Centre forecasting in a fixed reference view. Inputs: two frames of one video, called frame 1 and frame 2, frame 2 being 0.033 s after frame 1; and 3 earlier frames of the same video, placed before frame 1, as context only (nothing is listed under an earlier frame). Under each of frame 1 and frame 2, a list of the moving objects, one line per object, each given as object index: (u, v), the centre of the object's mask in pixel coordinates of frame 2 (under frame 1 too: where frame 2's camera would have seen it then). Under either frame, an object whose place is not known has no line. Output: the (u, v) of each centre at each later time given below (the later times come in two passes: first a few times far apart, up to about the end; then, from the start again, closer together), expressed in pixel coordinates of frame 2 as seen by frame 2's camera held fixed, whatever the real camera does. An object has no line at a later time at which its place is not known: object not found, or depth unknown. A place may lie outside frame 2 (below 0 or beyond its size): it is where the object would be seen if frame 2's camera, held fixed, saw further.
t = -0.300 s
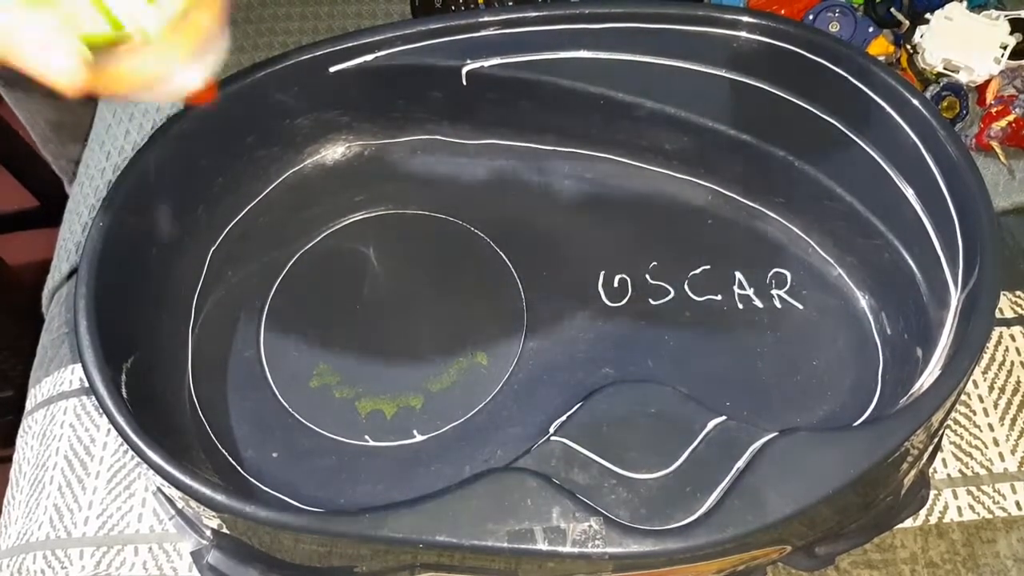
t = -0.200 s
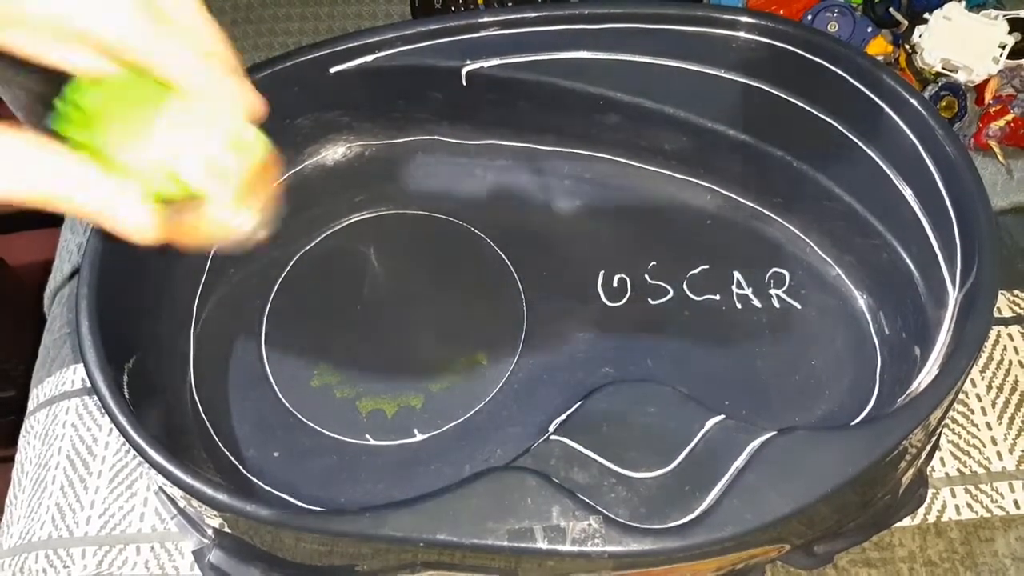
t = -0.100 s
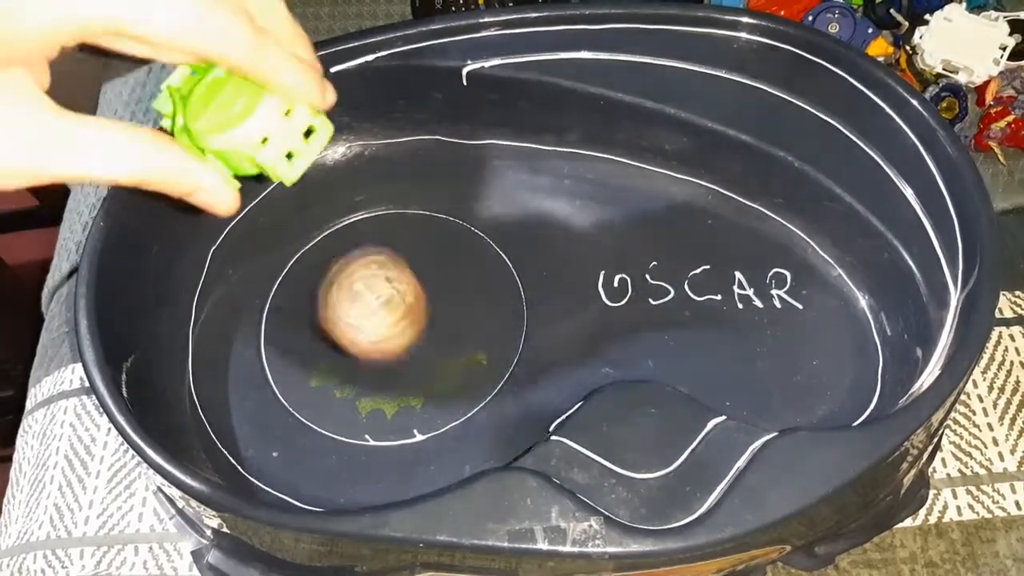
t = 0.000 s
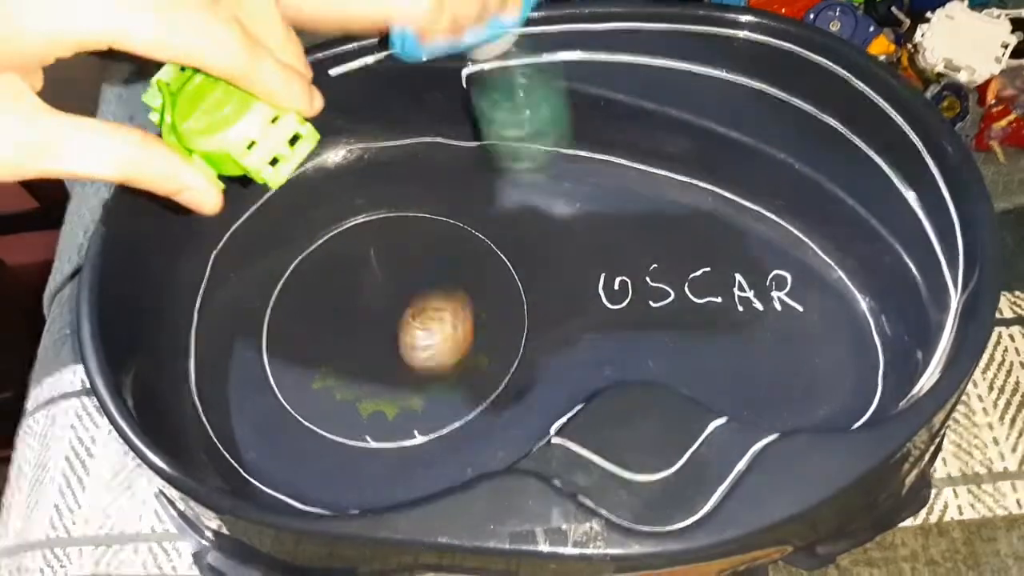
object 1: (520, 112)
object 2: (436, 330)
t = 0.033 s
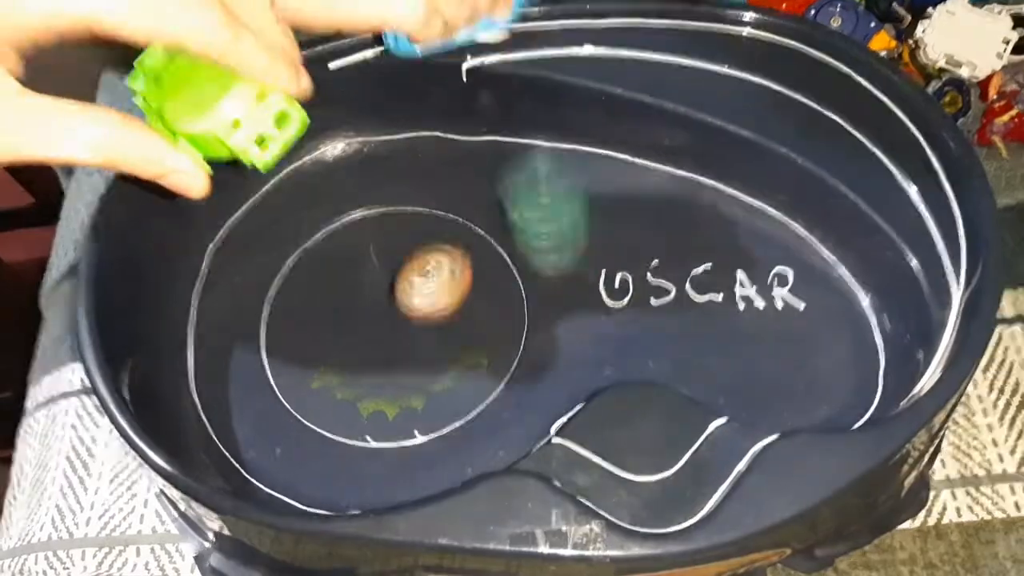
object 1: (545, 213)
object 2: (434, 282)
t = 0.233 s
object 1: (509, 263)
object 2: (449, 178)
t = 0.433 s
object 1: (449, 308)
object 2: (463, 167)
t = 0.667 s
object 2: (464, 238)
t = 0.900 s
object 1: (390, 411)
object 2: (406, 240)
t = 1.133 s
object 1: (422, 411)
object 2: (350, 237)
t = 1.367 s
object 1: (401, 379)
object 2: (308, 253)
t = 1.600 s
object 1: (335, 378)
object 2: (279, 287)
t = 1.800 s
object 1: (303, 398)
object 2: (270, 327)
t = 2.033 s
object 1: (383, 411)
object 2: (270, 337)
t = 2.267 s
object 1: (391, 355)
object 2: (307, 356)
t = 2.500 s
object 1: (381, 305)
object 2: (301, 369)
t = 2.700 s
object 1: (344, 292)
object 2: (326, 370)
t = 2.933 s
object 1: (308, 285)
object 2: (359, 392)
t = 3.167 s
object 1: (285, 305)
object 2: (368, 388)
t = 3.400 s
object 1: (312, 327)
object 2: (384, 369)
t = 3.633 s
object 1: (334, 317)
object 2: (416, 354)
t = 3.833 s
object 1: (347, 303)
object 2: (434, 341)
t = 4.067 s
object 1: (338, 296)
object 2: (437, 333)
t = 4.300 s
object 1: (333, 298)
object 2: (428, 327)
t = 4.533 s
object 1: (298, 305)
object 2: (408, 334)
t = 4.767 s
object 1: (285, 327)
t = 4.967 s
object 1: (284, 368)
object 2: (406, 339)
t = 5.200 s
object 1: (302, 359)
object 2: (423, 342)
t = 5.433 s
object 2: (459, 346)
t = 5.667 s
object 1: (289, 347)
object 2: (459, 349)
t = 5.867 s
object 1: (300, 315)
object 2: (429, 346)
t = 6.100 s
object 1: (304, 285)
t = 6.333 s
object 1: (297, 265)
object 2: (348, 328)
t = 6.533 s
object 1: (287, 253)
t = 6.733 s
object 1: (294, 259)
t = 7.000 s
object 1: (346, 267)
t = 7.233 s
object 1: (392, 266)
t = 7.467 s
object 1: (425, 268)
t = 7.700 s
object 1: (447, 274)
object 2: (391, 353)
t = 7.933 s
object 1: (453, 255)
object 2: (359, 363)
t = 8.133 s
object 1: (432, 268)
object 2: (335, 354)
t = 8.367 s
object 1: (410, 311)
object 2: (317, 338)
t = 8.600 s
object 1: (424, 339)
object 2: (272, 327)
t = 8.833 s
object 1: (416, 365)
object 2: (273, 309)
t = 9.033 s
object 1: (401, 384)
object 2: (308, 312)
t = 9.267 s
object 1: (382, 393)
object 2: (358, 325)
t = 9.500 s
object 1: (363, 398)
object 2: (401, 324)
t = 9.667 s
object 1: (347, 389)
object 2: (425, 326)
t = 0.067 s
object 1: (553, 261)
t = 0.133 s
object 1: (537, 232)
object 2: (437, 193)
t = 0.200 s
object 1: (518, 242)
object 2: (448, 189)
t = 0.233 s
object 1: (509, 263)
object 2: (449, 178)
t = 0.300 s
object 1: (491, 311)
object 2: (451, 151)
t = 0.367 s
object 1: (468, 308)
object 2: (459, 169)
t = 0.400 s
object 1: (458, 308)
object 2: (461, 167)
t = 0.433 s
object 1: (449, 308)
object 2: (463, 167)
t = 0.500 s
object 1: (432, 319)
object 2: (469, 192)
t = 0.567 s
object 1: (417, 333)
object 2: (471, 209)
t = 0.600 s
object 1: (410, 340)
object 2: (470, 219)
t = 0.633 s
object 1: (404, 347)
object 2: (469, 231)
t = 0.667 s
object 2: (464, 238)
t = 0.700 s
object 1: (394, 364)
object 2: (459, 241)
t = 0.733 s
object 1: (389, 374)
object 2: (452, 242)
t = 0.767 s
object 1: (386, 382)
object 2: (443, 242)
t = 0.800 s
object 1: (385, 391)
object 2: (435, 242)
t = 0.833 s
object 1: (385, 399)
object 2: (426, 241)
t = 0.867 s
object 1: (387, 406)
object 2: (416, 241)
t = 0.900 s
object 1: (390, 411)
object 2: (406, 240)
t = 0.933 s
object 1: (395, 416)
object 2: (397, 239)
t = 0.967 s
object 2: (388, 237)
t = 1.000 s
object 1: (407, 417)
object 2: (379, 236)
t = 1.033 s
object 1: (413, 415)
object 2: (370, 236)
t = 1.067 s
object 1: (417, 415)
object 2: (363, 236)
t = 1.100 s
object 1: (420, 414)
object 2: (356, 236)
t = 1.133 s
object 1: (422, 411)
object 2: (350, 237)
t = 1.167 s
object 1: (423, 408)
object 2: (343, 238)
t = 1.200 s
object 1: (424, 403)
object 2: (337, 239)
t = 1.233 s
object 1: (424, 397)
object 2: (331, 241)
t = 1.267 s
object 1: (421, 391)
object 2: (324, 243)
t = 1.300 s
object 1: (416, 386)
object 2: (319, 246)
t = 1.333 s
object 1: (409, 382)
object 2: (313, 249)
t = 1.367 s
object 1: (401, 379)
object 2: (308, 253)
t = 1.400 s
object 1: (392, 376)
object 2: (303, 256)
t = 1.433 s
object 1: (382, 375)
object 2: (298, 260)
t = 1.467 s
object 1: (373, 374)
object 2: (294, 265)
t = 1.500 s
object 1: (363, 374)
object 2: (290, 270)
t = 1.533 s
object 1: (353, 374)
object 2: (286, 275)
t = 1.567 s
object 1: (344, 376)
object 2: (282, 281)
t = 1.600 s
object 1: (335, 378)
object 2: (279, 287)
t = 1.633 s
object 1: (326, 380)
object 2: (276, 293)
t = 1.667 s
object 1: (320, 383)
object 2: (274, 299)
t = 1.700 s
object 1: (313, 386)
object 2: (272, 306)
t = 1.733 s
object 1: (308, 391)
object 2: (271, 313)
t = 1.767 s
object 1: (305, 395)
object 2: (270, 320)
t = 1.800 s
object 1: (303, 398)
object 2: (270, 327)
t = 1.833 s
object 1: (304, 401)
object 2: (270, 333)
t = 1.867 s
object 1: (310, 404)
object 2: (270, 339)
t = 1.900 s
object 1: (327, 410)
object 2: (266, 336)
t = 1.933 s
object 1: (350, 416)
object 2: (265, 335)
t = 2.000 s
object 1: (376, 416)
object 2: (267, 336)
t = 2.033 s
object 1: (383, 411)
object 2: (270, 337)
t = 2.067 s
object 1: (391, 403)
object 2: (275, 338)
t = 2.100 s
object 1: (395, 395)
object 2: (280, 340)
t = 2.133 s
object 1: (398, 388)
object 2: (286, 342)
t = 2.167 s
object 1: (399, 379)
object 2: (291, 346)
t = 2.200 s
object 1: (398, 371)
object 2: (297, 349)
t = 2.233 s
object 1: (395, 362)
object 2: (303, 352)
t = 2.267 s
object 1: (391, 355)
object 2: (307, 356)
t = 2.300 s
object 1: (395, 346)
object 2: (303, 359)
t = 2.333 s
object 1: (398, 339)
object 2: (299, 363)
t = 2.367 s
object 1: (398, 331)
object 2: (297, 366)
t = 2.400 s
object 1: (395, 323)
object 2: (297, 367)
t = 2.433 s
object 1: (392, 316)
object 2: (297, 368)
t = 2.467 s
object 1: (387, 310)
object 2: (299, 369)
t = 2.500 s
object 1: (381, 305)
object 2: (301, 369)
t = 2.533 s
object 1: (375, 301)
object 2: (304, 369)
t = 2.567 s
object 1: (369, 297)
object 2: (308, 369)
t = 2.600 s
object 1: (362, 294)
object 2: (313, 370)
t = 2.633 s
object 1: (355, 292)
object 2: (317, 370)
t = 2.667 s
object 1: (349, 291)
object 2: (321, 370)
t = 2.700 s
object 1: (344, 292)
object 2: (326, 370)
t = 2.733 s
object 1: (338, 294)
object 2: (331, 370)
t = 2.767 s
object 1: (333, 294)
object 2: (336, 373)
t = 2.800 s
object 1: (329, 289)
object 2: (343, 380)
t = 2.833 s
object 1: (324, 287)
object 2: (349, 385)
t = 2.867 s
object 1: (318, 286)
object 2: (354, 389)
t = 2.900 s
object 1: (314, 285)
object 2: (357, 391)
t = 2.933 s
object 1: (308, 285)
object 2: (359, 392)
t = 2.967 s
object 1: (303, 285)
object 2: (360, 393)
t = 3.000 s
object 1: (298, 287)
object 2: (361, 393)
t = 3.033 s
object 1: (294, 289)
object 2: (362, 393)
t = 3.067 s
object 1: (291, 292)
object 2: (363, 392)
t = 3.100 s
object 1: (288, 296)
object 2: (364, 391)
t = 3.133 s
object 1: (286, 300)
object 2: (366, 389)
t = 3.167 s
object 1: (285, 305)
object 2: (368, 388)
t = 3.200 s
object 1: (286, 311)
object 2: (370, 386)
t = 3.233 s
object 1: (287, 315)
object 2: (372, 383)
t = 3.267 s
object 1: (289, 320)
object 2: (375, 380)
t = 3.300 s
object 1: (294, 322)
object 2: (377, 377)
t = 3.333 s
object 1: (300, 325)
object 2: (379, 375)
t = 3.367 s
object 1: (306, 326)
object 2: (382, 372)
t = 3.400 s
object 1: (312, 327)
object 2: (384, 369)
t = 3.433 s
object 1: (319, 327)
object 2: (387, 366)
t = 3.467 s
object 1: (321, 324)
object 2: (395, 365)
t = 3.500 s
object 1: (324, 322)
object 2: (403, 363)
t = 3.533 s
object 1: (326, 320)
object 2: (408, 361)
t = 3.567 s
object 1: (329, 319)
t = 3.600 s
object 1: (331, 318)
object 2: (414, 356)
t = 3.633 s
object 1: (334, 317)
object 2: (416, 354)
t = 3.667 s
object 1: (338, 316)
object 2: (418, 351)
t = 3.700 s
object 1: (342, 315)
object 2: (420, 349)
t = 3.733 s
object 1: (346, 314)
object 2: (421, 346)
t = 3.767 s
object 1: (350, 312)
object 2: (422, 343)
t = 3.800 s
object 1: (349, 307)
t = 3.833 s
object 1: (347, 303)
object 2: (434, 341)
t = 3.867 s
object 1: (346, 300)
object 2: (437, 339)
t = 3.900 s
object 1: (343, 298)
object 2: (438, 338)
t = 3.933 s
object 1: (342, 297)
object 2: (439, 337)
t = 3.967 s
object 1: (340, 296)
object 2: (439, 336)
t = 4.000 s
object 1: (339, 295)
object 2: (439, 335)
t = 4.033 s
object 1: (338, 295)
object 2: (438, 334)
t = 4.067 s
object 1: (338, 296)
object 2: (437, 333)
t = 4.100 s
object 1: (337, 297)
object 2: (435, 332)
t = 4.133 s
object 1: (338, 298)
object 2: (433, 330)
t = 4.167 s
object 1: (340, 300)
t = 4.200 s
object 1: (342, 301)
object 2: (426, 326)
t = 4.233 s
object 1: (345, 302)
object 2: (422, 325)
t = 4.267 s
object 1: (341, 301)
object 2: (424, 326)
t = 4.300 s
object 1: (333, 298)
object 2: (428, 327)
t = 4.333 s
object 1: (327, 298)
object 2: (428, 328)
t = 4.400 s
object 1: (317, 299)
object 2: (424, 330)
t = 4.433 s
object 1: (311, 300)
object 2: (420, 331)
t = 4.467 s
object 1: (307, 301)
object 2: (417, 332)
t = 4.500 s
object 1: (302, 302)
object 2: (412, 333)
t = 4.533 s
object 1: (298, 305)
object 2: (408, 334)
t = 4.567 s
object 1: (296, 307)
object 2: (404, 334)
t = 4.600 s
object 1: (292, 310)
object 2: (398, 335)
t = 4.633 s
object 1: (290, 315)
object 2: (393, 335)
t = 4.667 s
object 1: (289, 319)
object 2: (388, 336)
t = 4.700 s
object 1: (289, 322)
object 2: (383, 336)
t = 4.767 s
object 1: (285, 327)
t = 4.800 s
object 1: (271, 330)
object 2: (396, 336)
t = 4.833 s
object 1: (263, 335)
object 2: (402, 336)
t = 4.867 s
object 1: (260, 343)
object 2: (405, 336)
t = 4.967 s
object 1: (284, 368)
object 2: (406, 339)
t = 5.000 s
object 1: (289, 371)
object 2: (406, 340)
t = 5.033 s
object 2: (407, 340)
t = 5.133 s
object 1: (314, 366)
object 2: (404, 343)
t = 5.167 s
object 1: (315, 362)
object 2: (406, 343)
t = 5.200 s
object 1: (302, 359)
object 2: (423, 342)
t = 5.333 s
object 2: (450, 343)
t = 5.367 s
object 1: (274, 359)
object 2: (454, 344)
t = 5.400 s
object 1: (273, 360)
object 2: (457, 345)
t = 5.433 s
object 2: (459, 346)
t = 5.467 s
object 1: (271, 361)
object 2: (462, 347)
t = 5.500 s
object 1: (272, 361)
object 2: (463, 347)
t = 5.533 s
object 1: (274, 360)
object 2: (464, 348)
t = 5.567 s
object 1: (278, 358)
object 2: (464, 349)
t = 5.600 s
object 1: (282, 356)
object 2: (463, 349)
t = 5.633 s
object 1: (286, 352)
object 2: (462, 349)
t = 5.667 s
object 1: (289, 347)
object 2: (459, 349)
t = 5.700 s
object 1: (292, 342)
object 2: (456, 349)
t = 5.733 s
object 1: (294, 337)
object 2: (452, 349)
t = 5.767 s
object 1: (296, 331)
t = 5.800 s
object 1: (298, 326)
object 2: (442, 348)
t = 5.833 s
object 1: (299, 320)
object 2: (436, 347)
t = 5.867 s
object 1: (300, 315)
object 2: (429, 346)
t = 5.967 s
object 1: (300, 300)
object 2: (409, 342)
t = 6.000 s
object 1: (301, 296)
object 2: (402, 341)
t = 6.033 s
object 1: (302, 292)
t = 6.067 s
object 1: (303, 288)
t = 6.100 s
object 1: (304, 285)
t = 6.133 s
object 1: (305, 284)
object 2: (374, 332)
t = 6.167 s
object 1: (306, 281)
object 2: (367, 330)
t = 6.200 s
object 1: (305, 277)
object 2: (363, 330)
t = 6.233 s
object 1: (303, 272)
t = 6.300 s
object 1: (299, 266)
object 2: (352, 329)
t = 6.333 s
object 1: (297, 265)
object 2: (348, 328)
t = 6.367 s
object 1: (296, 264)
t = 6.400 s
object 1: (296, 264)
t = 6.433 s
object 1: (294, 262)
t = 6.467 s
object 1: (291, 256)
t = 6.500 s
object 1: (289, 254)
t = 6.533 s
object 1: (287, 253)
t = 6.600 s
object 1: (285, 252)
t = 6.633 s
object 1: (286, 253)
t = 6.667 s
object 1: (287, 254)
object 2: (341, 361)
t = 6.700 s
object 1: (290, 257)
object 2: (342, 365)
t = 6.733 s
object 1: (294, 259)
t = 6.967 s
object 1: (339, 268)
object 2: (349, 388)
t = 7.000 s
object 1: (346, 267)
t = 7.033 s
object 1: (353, 267)
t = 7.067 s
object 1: (360, 267)
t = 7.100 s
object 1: (366, 267)
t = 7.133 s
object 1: (373, 267)
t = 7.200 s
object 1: (386, 266)
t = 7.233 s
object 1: (392, 266)
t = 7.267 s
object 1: (398, 265)
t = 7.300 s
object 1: (404, 265)
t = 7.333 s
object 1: (409, 266)
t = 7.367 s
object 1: (413, 266)
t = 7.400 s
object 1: (418, 266)
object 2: (375, 378)
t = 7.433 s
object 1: (422, 268)
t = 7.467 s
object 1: (425, 268)
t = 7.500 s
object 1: (428, 269)
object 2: (384, 366)
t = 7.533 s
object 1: (431, 271)
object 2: (387, 362)
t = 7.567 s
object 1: (433, 273)
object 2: (390, 358)
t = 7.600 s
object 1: (436, 275)
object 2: (392, 353)
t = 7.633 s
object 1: (437, 278)
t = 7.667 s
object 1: (439, 280)
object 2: (397, 346)
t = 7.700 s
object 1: (447, 274)
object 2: (391, 353)
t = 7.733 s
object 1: (451, 269)
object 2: (387, 357)
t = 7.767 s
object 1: (453, 266)
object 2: (383, 359)
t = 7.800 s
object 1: (455, 263)
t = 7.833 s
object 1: (456, 260)
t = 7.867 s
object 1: (456, 257)
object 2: (369, 362)
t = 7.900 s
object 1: (455, 256)
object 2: (364, 363)
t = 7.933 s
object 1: (453, 255)
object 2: (359, 363)
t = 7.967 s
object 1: (451, 255)
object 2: (354, 363)
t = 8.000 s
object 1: (448, 255)
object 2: (350, 362)
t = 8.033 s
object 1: (445, 257)
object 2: (345, 360)
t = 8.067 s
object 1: (441, 260)
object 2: (341, 358)
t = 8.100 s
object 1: (436, 264)
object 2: (338, 356)
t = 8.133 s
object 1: (432, 268)
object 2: (335, 354)
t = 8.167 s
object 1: (427, 273)
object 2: (332, 351)
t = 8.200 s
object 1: (423, 279)
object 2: (330, 349)
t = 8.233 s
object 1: (419, 285)
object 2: (328, 346)
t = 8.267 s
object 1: (415, 291)
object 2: (327, 344)
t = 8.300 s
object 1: (411, 298)
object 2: (327, 341)
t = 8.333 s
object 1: (407, 305)
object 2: (327, 338)
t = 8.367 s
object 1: (410, 311)
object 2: (317, 338)
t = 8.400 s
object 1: (415, 315)
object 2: (305, 339)
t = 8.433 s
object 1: (418, 320)
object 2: (298, 338)
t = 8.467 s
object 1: (420, 324)
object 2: (292, 337)
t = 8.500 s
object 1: (422, 329)
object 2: (287, 335)
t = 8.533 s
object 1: (423, 332)
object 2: (281, 332)
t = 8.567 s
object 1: (424, 336)
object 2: (276, 330)
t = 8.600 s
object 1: (424, 339)
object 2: (272, 327)
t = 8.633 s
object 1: (424, 343)
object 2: (270, 324)
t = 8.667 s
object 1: (424, 346)
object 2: (267, 321)
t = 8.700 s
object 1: (423, 350)
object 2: (266, 317)
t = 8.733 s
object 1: (422, 353)
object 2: (266, 315)
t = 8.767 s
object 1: (420, 357)
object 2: (267, 313)
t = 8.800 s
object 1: (418, 361)
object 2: (270, 311)
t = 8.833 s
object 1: (416, 365)
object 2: (273, 309)
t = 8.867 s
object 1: (413, 369)
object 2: (278, 308)
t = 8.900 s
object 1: (411, 372)
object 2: (283, 307)
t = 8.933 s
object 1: (408, 376)
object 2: (288, 308)
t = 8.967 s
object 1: (406, 379)
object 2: (294, 309)
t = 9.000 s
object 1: (404, 381)
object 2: (301, 310)
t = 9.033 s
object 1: (401, 384)
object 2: (308, 312)
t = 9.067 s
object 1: (398, 386)
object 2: (314, 314)
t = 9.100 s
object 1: (396, 388)
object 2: (321, 317)
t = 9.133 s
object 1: (393, 390)
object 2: (328, 319)
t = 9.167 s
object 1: (391, 391)
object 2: (336, 320)
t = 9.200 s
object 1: (388, 392)
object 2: (344, 322)
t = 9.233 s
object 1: (385, 392)
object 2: (351, 323)
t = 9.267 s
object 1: (382, 393)
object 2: (358, 325)
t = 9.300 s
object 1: (380, 396)
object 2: (363, 324)
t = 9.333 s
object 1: (377, 398)
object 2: (370, 324)
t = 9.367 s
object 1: (374, 398)
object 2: (376, 323)
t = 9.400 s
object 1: (371, 399)
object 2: (383, 323)
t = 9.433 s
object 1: (368, 399)
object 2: (389, 323)
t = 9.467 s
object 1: (366, 398)
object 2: (395, 324)
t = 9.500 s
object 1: (363, 398)
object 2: (401, 324)
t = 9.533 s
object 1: (359, 397)
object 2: (407, 325)
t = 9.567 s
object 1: (356, 395)
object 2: (412, 325)
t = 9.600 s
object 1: (352, 393)
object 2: (416, 325)
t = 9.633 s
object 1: (350, 391)
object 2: (421, 325)
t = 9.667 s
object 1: (347, 389)
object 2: (425, 326)
